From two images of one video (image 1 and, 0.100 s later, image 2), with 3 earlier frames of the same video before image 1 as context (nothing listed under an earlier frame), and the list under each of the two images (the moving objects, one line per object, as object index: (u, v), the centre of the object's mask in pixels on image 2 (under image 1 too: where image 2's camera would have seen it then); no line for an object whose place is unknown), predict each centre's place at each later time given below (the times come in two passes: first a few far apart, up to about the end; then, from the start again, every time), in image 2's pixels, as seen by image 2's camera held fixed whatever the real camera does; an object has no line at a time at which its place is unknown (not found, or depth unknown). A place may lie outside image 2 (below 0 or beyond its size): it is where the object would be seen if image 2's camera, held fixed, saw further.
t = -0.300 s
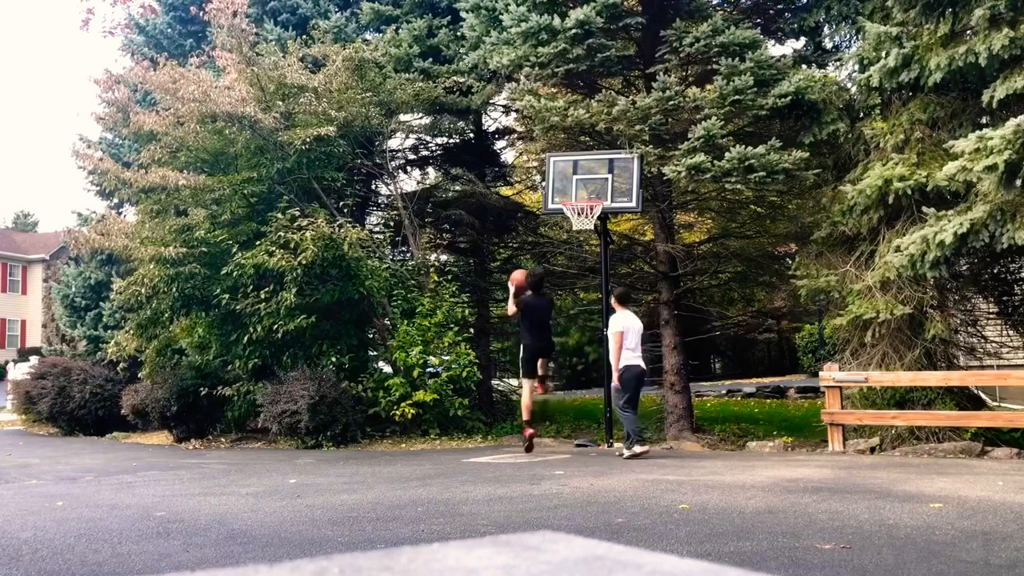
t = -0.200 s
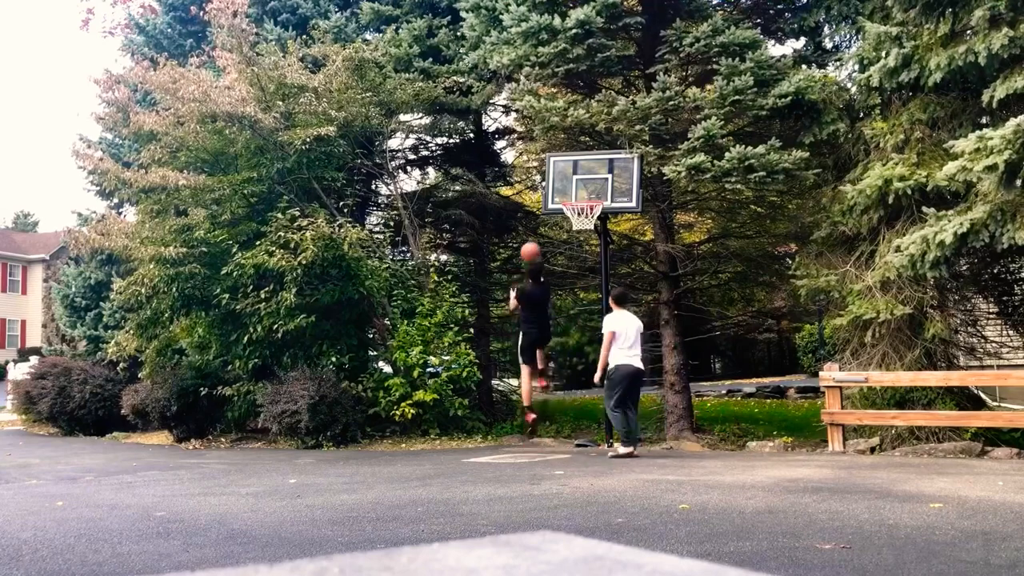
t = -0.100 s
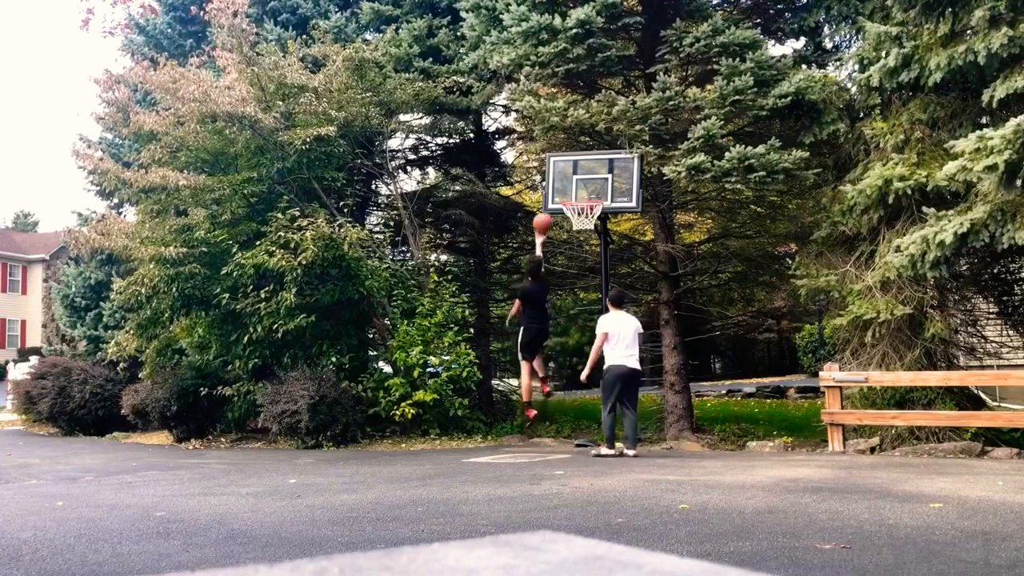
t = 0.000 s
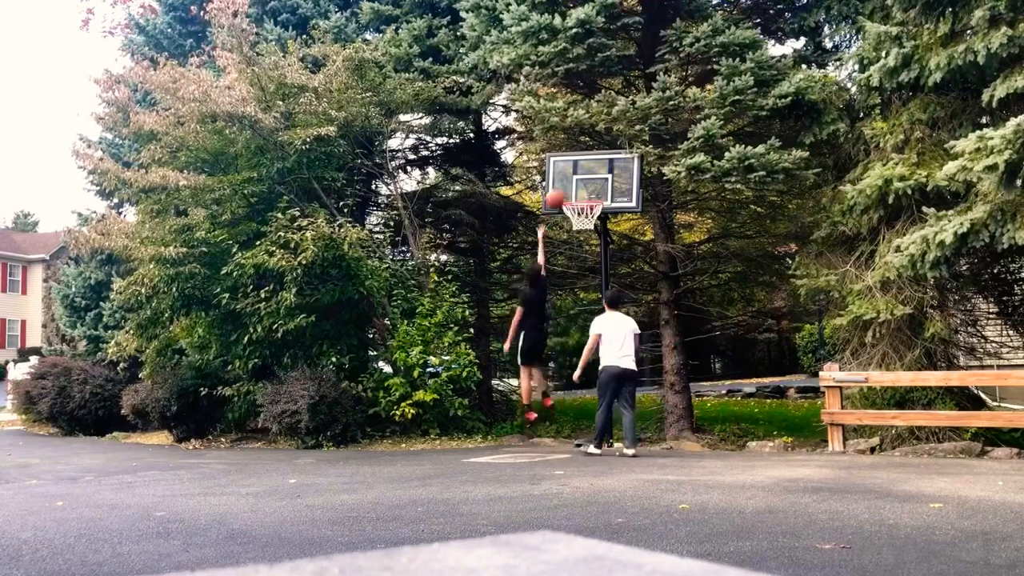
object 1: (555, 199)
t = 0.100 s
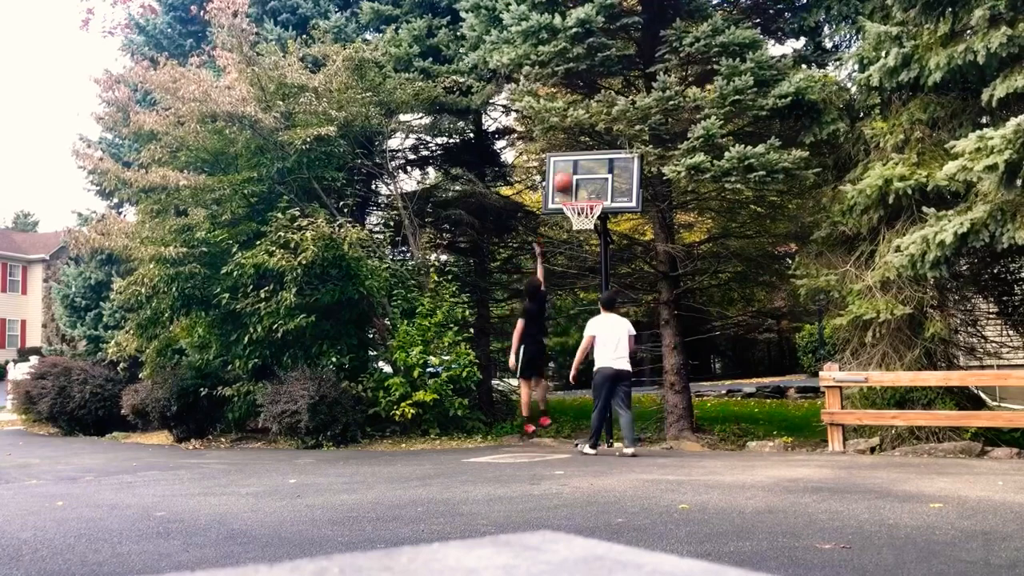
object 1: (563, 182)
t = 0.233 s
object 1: (566, 172)
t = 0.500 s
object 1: (576, 191)
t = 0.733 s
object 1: (591, 243)
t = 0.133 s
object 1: (563, 178)
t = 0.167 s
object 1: (564, 175)
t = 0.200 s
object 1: (565, 172)
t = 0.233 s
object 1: (566, 172)
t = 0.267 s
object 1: (566, 172)
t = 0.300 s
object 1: (567, 172)
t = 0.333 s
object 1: (568, 173)
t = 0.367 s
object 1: (570, 174)
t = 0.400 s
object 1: (572, 177)
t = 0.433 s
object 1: (573, 181)
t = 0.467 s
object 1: (575, 186)
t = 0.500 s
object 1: (576, 191)
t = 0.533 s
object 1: (578, 195)
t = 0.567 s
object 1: (581, 202)
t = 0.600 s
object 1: (582, 211)
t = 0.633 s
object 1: (586, 215)
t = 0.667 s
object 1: (589, 227)
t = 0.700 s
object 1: (589, 235)
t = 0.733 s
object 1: (591, 243)
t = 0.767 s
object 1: (592, 253)
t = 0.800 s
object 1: (594, 264)
